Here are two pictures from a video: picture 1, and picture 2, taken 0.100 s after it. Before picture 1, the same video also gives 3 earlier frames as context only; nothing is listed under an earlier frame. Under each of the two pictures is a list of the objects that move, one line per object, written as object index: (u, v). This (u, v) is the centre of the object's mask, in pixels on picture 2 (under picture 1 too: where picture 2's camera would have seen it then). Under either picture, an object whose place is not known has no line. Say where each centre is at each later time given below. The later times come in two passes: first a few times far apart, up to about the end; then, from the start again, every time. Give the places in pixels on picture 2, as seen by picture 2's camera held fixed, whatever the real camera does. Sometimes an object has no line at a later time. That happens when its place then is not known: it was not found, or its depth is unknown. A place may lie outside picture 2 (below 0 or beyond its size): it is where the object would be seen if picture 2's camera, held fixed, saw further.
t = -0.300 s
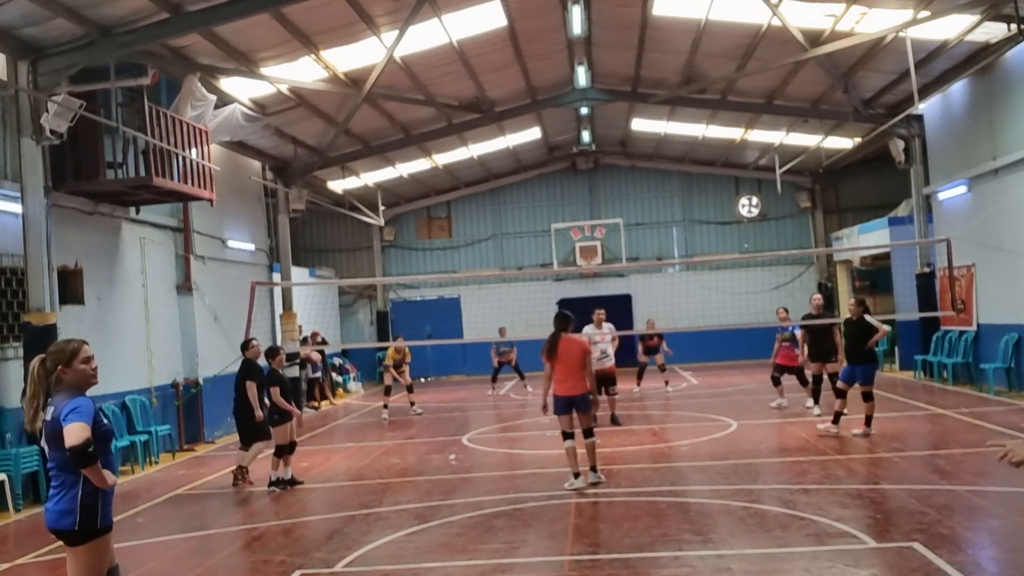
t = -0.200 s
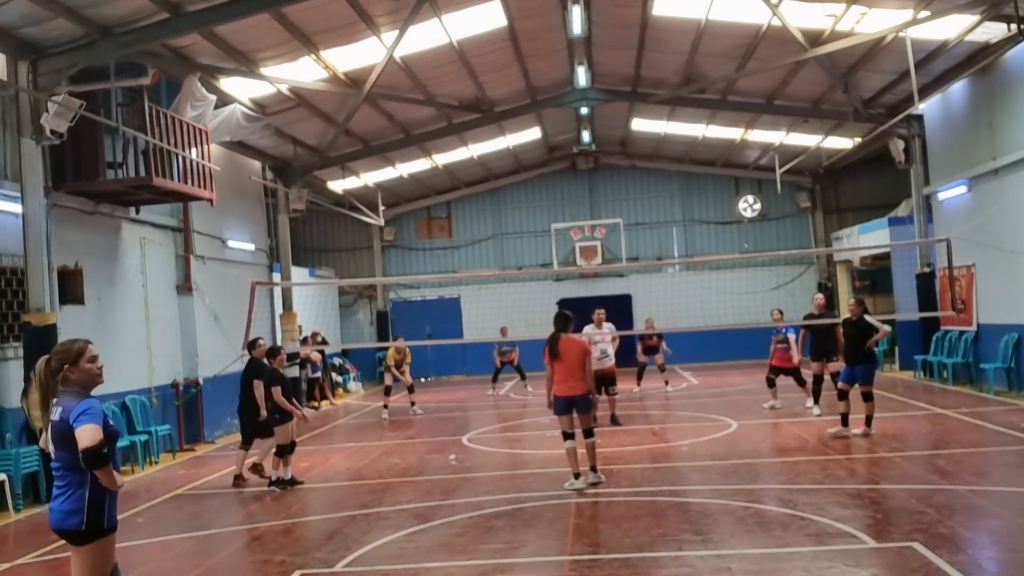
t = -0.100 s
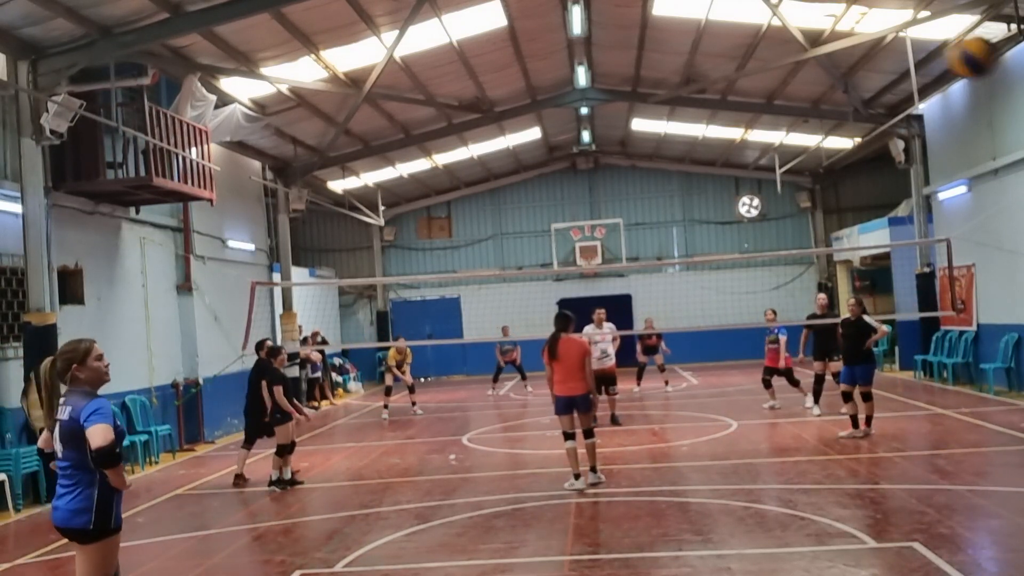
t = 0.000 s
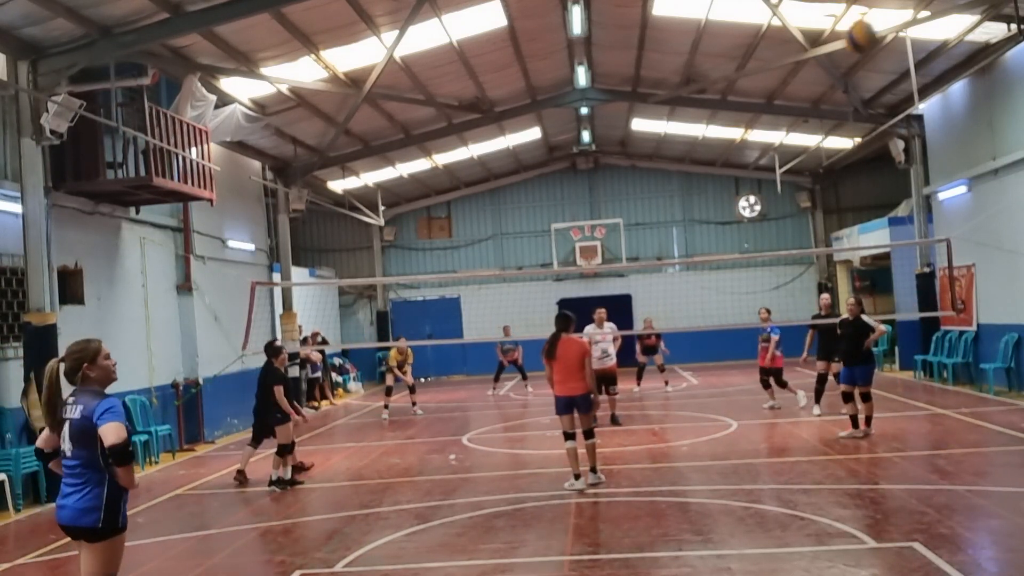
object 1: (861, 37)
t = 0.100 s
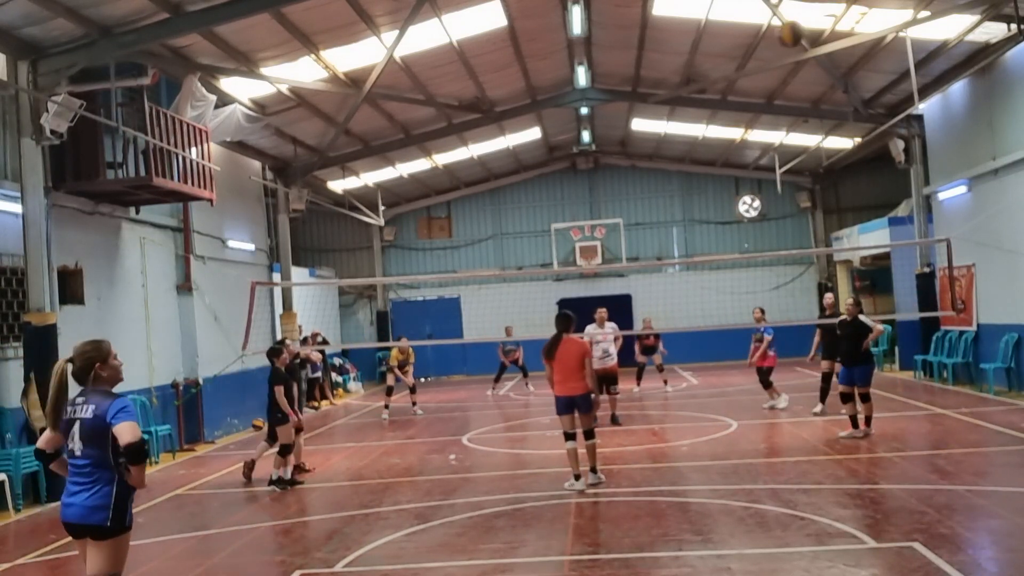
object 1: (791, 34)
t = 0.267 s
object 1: (724, 50)
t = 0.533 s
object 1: (674, 111)
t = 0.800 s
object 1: (651, 191)
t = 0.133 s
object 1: (773, 35)
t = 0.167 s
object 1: (758, 37)
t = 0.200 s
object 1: (745, 41)
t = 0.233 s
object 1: (734, 45)
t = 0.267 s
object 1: (724, 50)
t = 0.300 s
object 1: (715, 56)
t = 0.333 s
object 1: (707, 63)
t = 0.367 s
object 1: (699, 70)
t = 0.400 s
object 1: (694, 77)
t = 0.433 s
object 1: (688, 85)
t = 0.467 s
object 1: (683, 94)
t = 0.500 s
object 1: (679, 102)
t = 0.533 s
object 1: (674, 111)
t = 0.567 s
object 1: (671, 119)
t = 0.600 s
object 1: (667, 132)
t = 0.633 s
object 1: (664, 140)
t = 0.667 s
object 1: (661, 149)
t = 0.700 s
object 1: (658, 160)
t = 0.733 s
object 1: (655, 170)
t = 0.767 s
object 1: (653, 180)
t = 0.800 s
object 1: (651, 191)
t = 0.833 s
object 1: (649, 201)
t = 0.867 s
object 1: (647, 212)
